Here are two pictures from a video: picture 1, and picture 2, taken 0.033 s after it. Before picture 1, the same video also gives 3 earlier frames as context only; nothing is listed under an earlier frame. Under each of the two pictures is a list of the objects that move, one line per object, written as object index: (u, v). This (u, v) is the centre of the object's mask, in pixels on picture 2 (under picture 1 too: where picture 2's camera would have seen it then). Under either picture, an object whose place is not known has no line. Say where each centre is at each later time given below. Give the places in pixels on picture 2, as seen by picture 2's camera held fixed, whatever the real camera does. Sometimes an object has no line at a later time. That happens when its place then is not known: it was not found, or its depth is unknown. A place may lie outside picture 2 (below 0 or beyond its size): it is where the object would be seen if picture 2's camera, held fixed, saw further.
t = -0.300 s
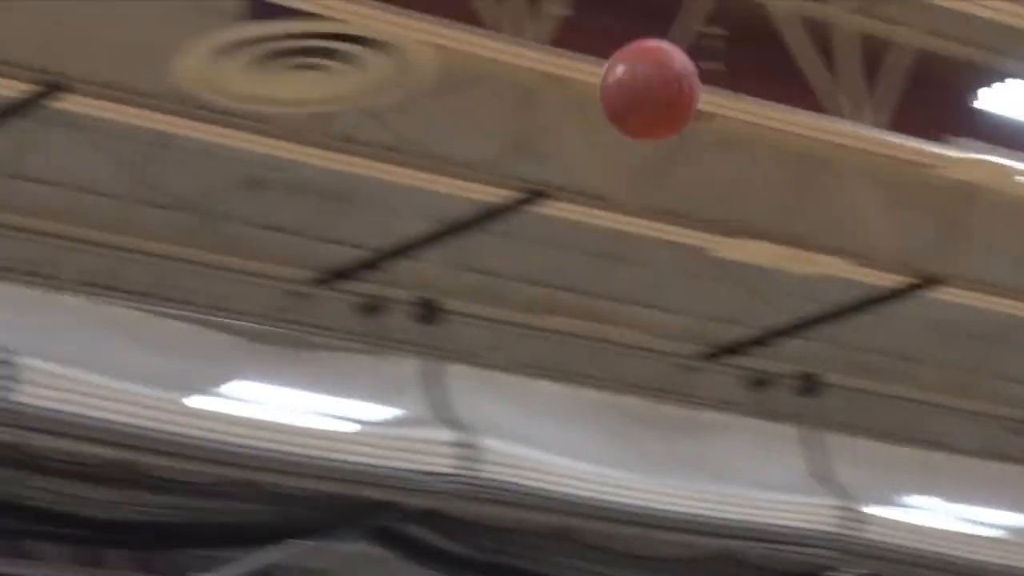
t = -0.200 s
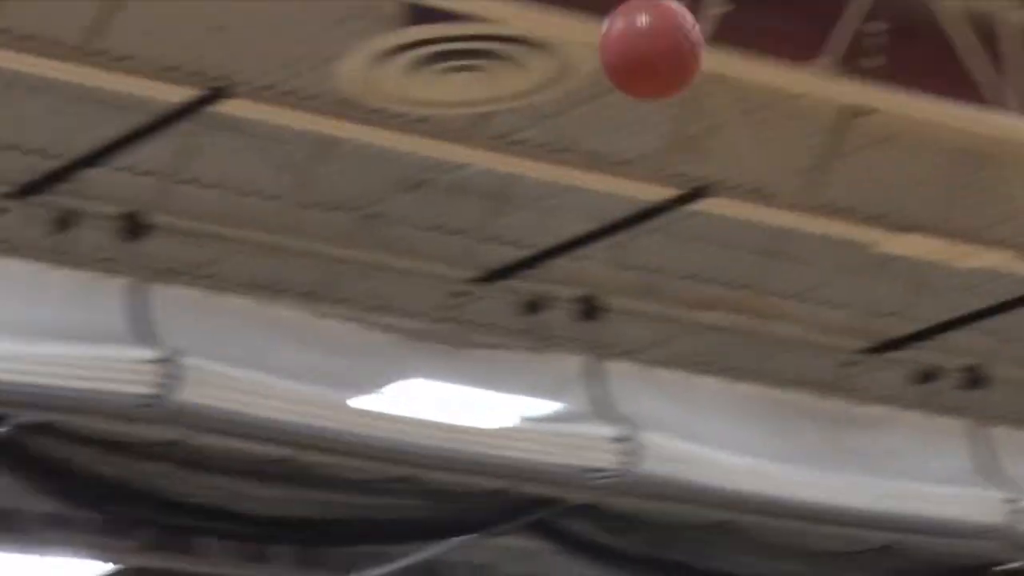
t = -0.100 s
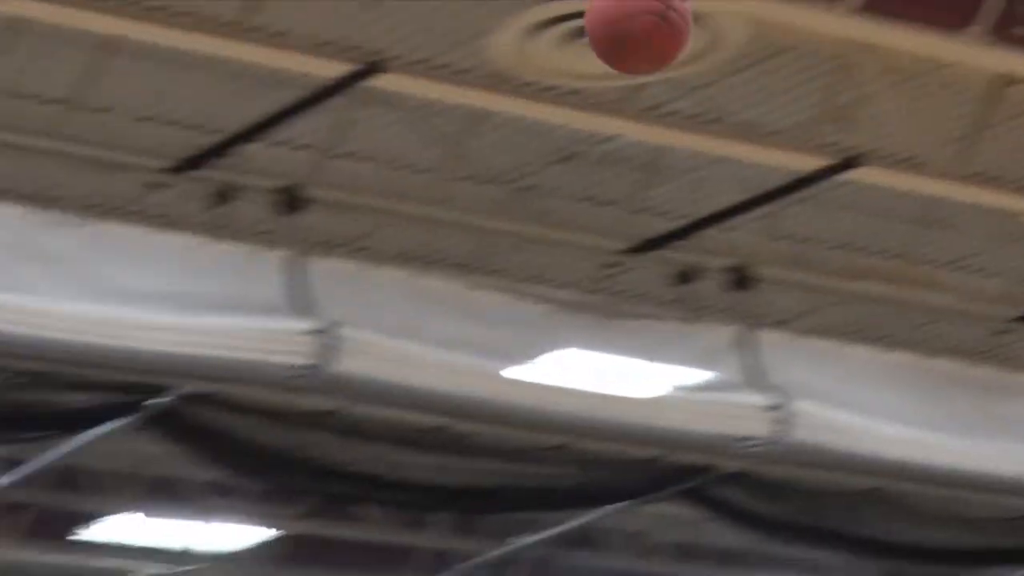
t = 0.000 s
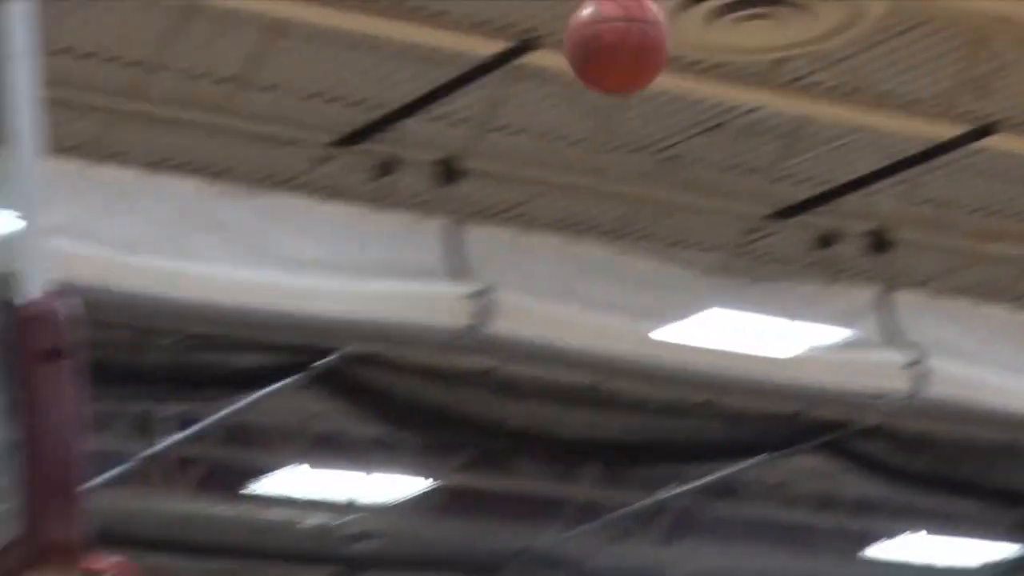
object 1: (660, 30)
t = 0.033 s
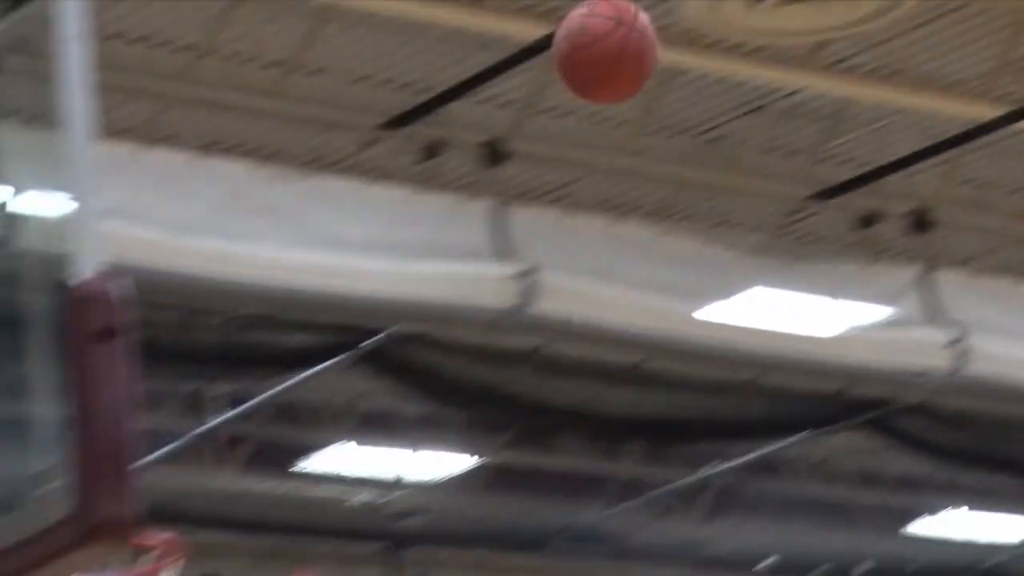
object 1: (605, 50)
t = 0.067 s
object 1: (548, 78)
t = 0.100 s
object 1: (491, 113)
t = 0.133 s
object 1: (434, 153)
